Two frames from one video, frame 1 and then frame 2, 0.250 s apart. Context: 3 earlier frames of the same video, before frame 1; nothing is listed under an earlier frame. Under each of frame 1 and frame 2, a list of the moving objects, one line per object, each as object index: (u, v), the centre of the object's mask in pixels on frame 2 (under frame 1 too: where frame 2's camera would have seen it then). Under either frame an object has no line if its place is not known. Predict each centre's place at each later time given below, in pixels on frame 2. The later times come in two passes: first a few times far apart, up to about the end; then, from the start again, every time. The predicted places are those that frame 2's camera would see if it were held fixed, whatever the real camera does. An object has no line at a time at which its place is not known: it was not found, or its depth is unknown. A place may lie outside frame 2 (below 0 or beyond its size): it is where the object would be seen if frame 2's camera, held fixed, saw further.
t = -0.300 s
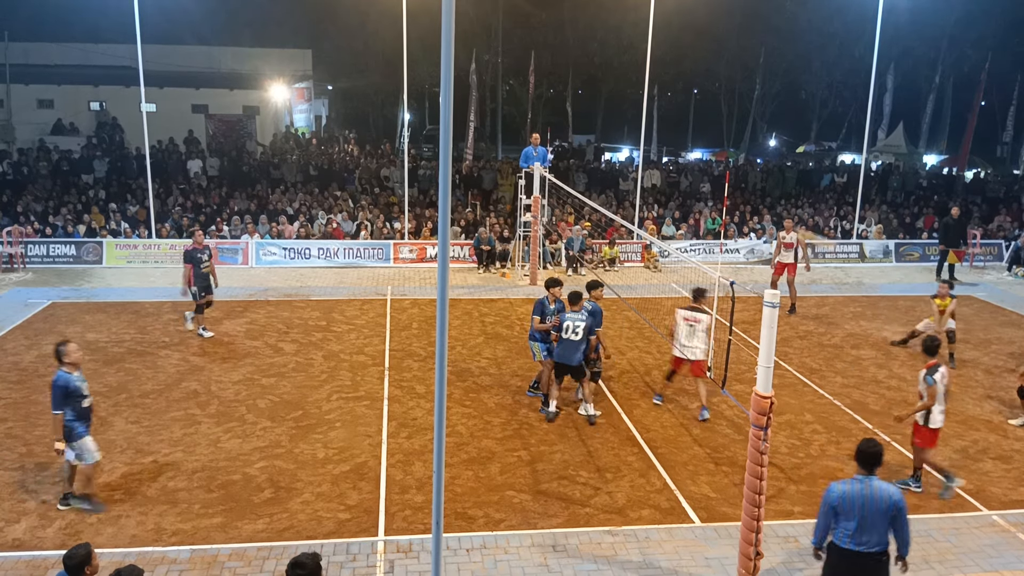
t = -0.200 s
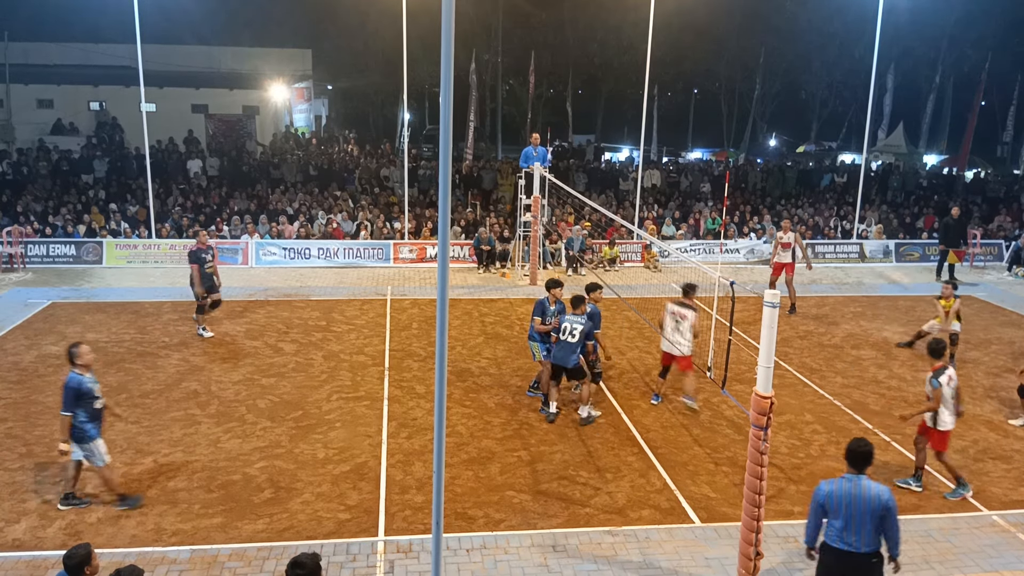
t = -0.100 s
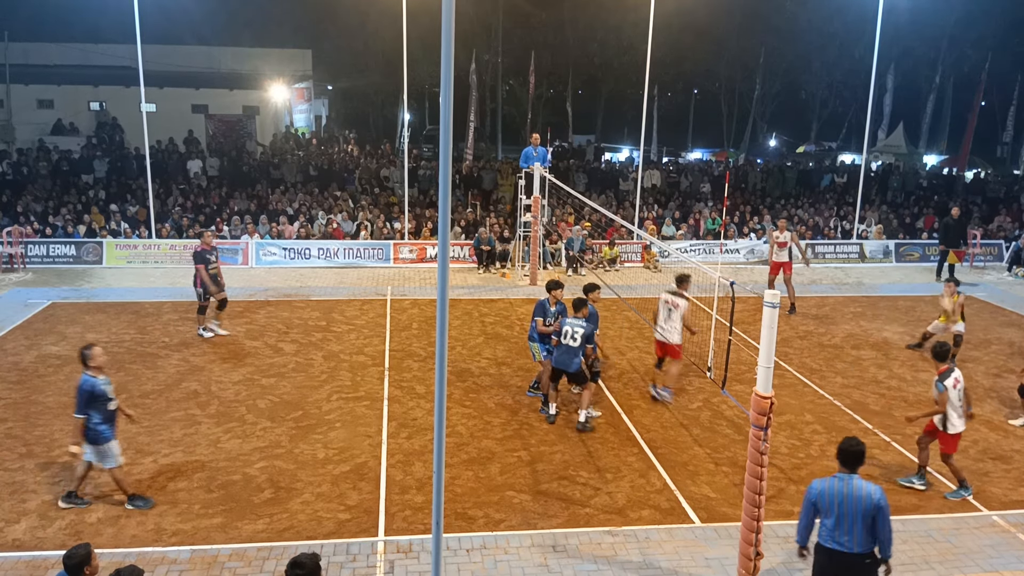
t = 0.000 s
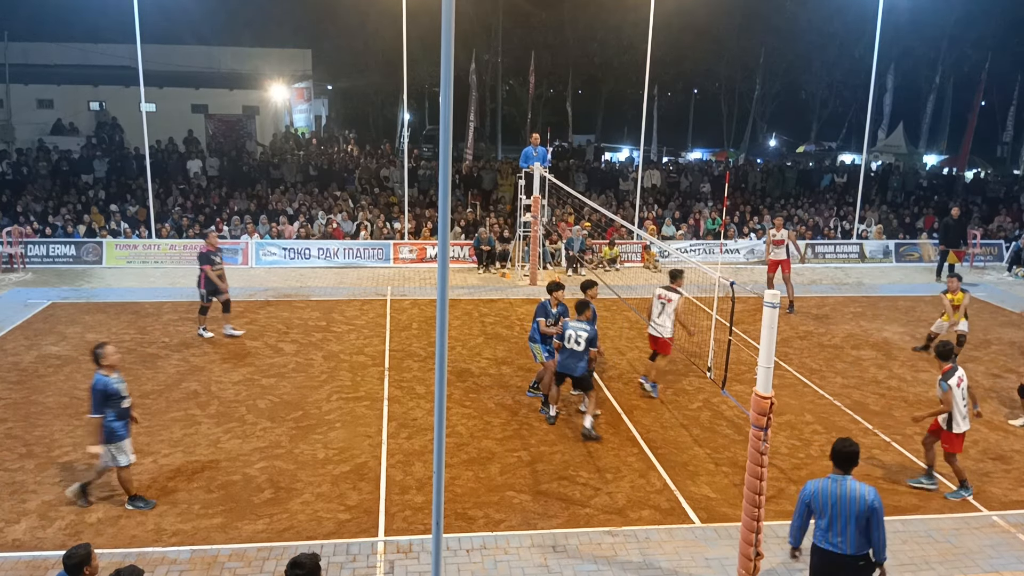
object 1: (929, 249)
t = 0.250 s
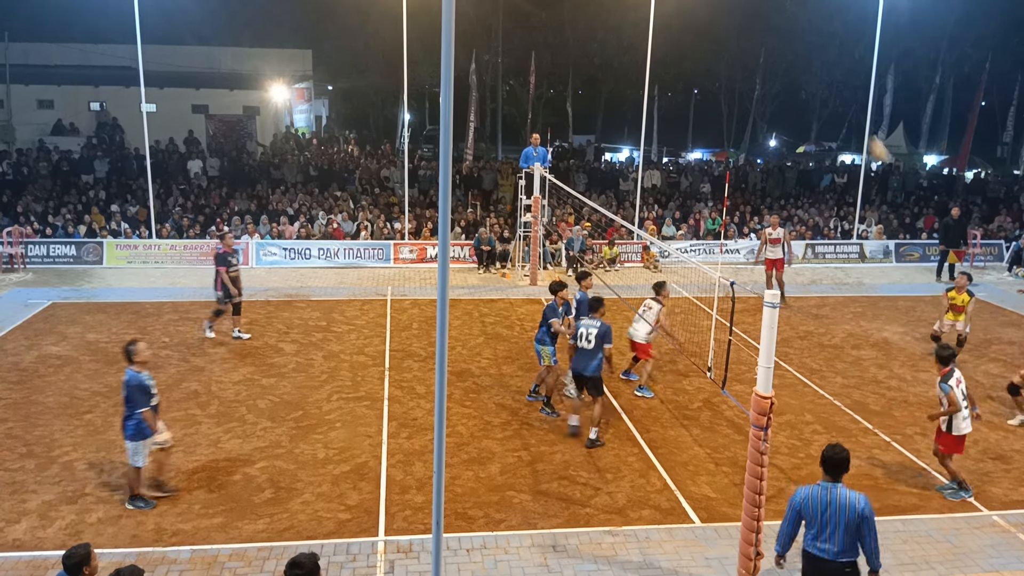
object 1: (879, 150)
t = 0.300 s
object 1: (868, 134)
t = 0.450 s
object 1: (834, 96)
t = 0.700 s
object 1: (772, 67)
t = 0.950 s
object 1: (706, 83)
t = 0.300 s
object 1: (868, 134)
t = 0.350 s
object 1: (856, 118)
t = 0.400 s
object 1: (845, 107)
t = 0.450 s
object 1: (834, 96)
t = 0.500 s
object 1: (822, 86)
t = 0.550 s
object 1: (809, 79)
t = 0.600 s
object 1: (798, 73)
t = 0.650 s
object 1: (785, 69)
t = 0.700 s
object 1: (772, 67)
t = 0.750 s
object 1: (759, 67)
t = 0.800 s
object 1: (746, 68)
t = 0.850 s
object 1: (733, 72)
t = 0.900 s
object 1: (720, 77)
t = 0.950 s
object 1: (706, 83)
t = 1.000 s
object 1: (692, 93)
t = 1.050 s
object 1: (679, 103)
